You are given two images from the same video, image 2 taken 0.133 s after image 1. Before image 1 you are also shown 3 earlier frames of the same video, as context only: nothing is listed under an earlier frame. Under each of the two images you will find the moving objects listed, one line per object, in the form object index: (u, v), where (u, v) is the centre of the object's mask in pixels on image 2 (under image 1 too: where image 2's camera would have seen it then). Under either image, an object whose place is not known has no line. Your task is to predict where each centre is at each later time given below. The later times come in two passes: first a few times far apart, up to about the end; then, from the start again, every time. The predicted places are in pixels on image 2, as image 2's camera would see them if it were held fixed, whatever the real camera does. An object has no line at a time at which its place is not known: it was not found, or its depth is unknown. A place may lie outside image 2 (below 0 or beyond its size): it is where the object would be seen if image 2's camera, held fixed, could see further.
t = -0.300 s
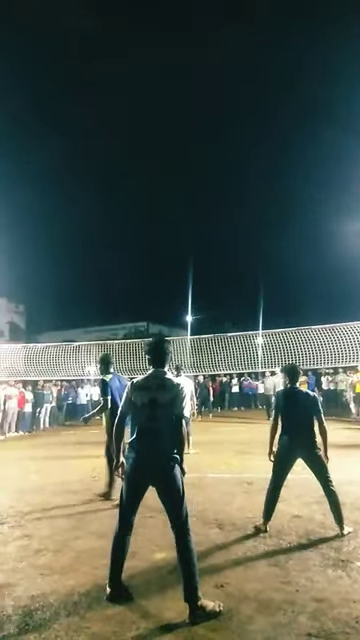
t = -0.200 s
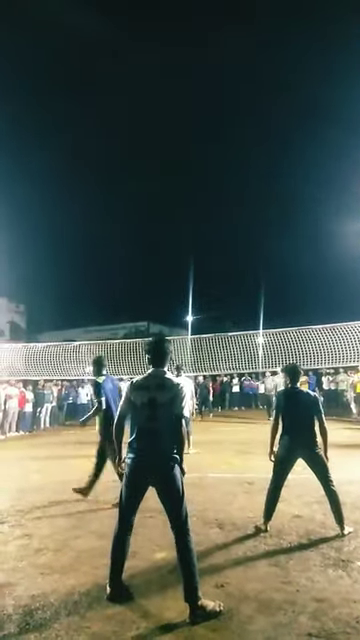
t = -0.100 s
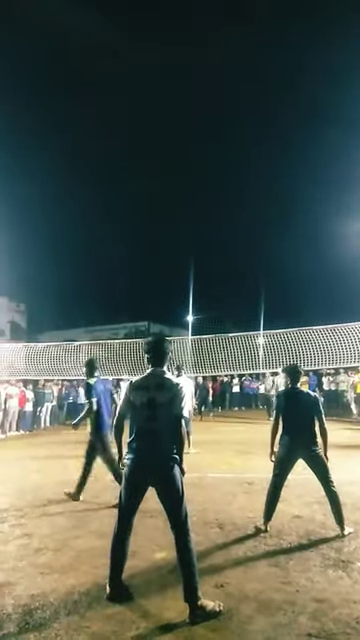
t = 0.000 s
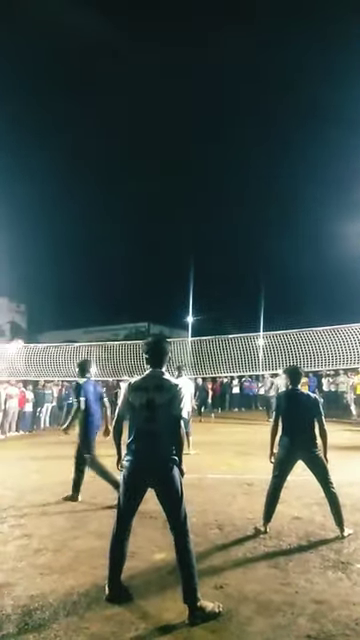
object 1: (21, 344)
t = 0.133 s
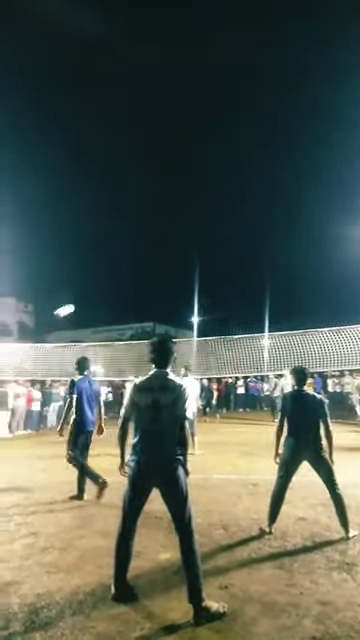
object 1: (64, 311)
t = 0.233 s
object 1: (89, 293)
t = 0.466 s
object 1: (135, 275)
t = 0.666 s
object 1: (161, 273)
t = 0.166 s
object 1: (73, 304)
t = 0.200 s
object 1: (81, 299)
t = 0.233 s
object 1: (89, 293)
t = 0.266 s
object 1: (97, 289)
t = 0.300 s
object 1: (105, 286)
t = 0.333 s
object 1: (112, 283)
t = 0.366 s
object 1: (118, 280)
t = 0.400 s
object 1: (124, 278)
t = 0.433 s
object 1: (130, 277)
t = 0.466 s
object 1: (135, 275)
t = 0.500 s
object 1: (140, 274)
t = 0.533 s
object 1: (144, 273)
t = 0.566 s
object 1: (148, 273)
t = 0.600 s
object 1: (153, 273)
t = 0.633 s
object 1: (157, 273)
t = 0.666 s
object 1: (161, 273)
